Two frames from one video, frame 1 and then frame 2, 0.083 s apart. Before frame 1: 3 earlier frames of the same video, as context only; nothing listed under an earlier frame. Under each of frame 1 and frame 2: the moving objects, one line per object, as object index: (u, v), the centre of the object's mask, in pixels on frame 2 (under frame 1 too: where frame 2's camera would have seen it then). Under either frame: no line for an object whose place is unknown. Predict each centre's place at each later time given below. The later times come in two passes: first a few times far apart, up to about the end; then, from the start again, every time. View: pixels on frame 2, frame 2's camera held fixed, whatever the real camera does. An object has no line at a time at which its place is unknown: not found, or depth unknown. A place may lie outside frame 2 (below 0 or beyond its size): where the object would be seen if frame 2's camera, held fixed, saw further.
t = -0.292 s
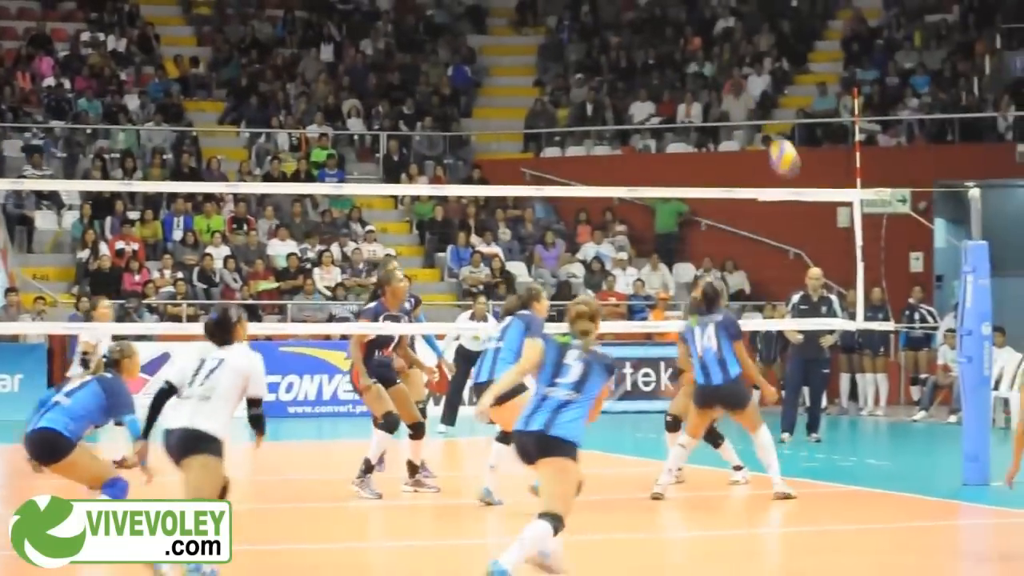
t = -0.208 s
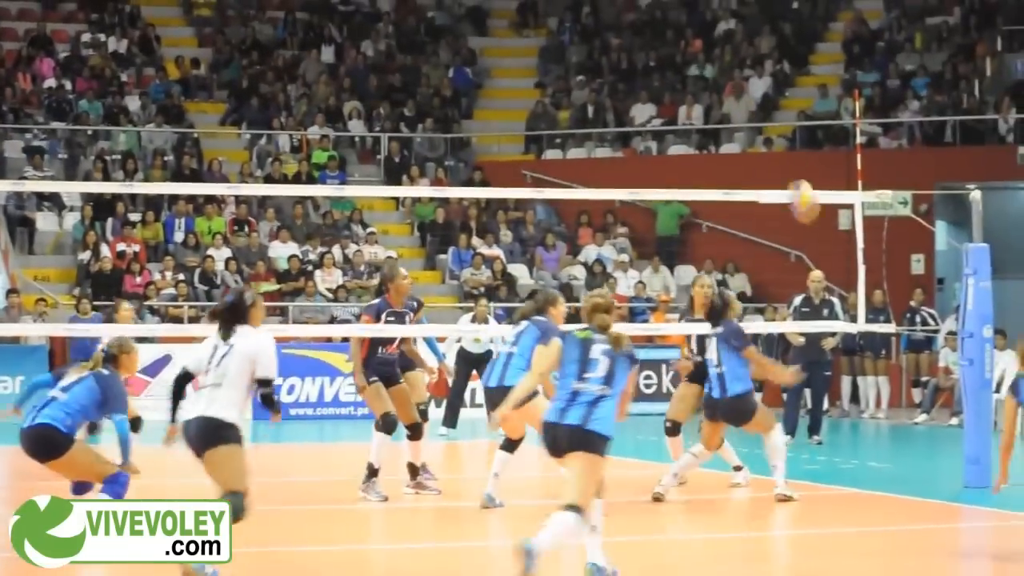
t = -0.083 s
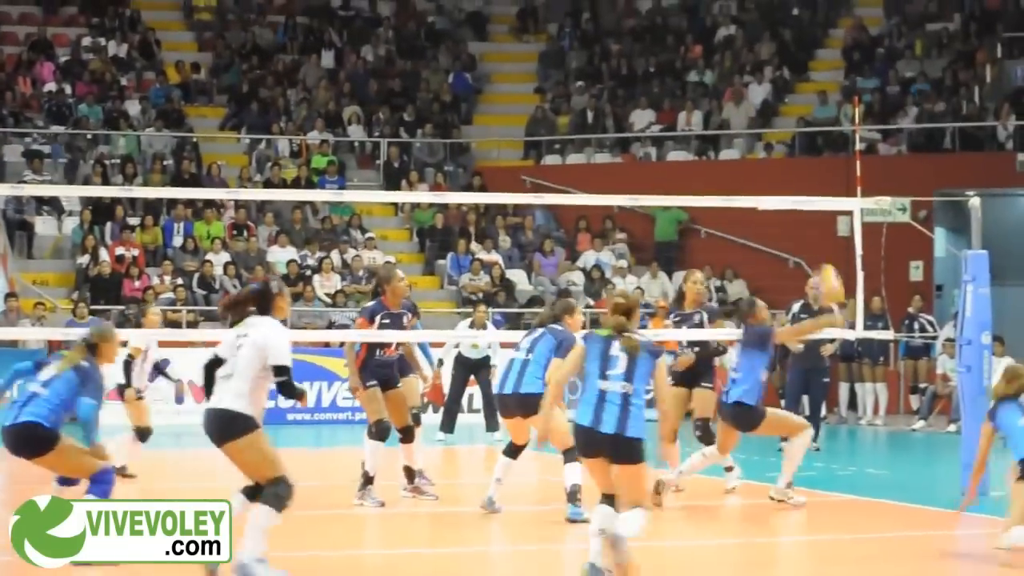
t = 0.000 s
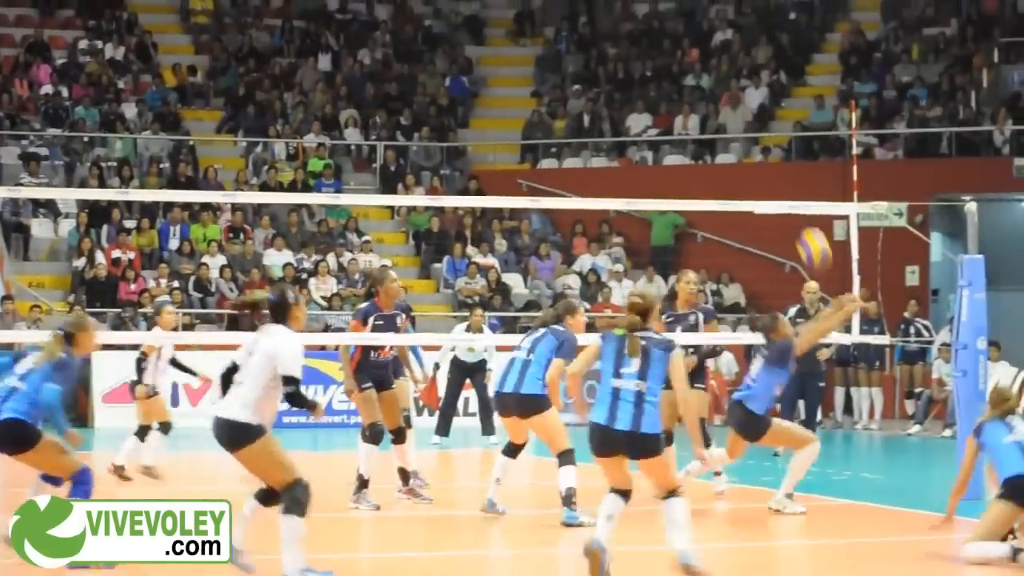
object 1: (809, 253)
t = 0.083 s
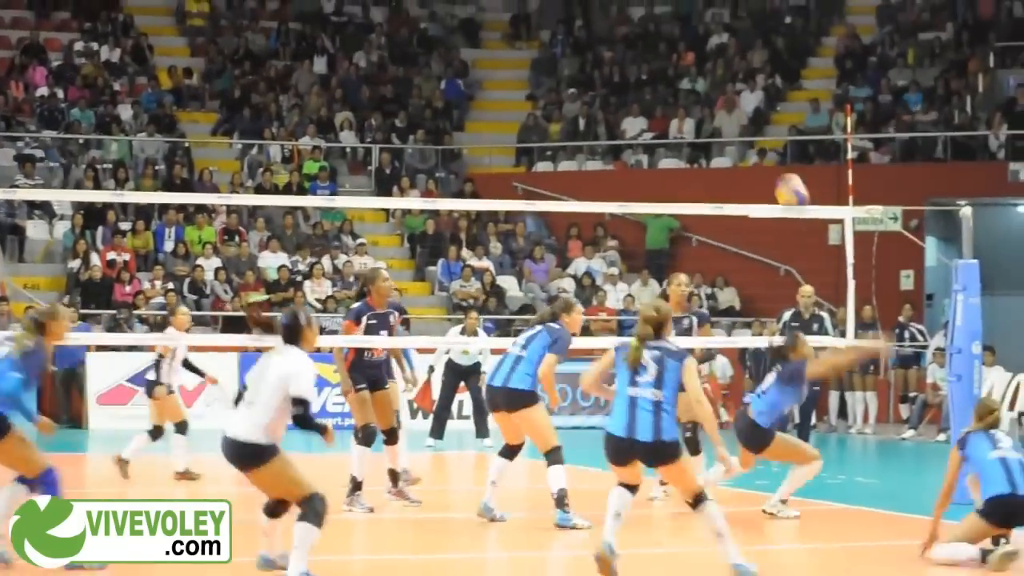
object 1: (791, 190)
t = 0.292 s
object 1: (749, 86)
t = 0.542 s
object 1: (691, 24)
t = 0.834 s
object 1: (617, 71)
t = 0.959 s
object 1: (586, 132)
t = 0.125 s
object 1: (784, 168)
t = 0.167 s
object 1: (776, 144)
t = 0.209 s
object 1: (767, 120)
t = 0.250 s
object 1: (757, 100)
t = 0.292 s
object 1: (749, 86)
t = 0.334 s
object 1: (740, 68)
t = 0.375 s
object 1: (731, 54)
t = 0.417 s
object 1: (722, 43)
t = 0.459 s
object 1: (712, 33)
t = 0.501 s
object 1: (702, 28)
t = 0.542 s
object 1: (691, 24)
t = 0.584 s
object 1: (680, 23)
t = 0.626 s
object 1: (669, 25)
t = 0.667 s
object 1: (658, 28)
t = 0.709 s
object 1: (648, 34)
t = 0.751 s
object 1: (638, 43)
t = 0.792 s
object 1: (627, 55)
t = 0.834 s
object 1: (617, 71)
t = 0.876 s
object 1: (607, 89)
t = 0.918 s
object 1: (596, 109)
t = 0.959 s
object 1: (586, 132)
